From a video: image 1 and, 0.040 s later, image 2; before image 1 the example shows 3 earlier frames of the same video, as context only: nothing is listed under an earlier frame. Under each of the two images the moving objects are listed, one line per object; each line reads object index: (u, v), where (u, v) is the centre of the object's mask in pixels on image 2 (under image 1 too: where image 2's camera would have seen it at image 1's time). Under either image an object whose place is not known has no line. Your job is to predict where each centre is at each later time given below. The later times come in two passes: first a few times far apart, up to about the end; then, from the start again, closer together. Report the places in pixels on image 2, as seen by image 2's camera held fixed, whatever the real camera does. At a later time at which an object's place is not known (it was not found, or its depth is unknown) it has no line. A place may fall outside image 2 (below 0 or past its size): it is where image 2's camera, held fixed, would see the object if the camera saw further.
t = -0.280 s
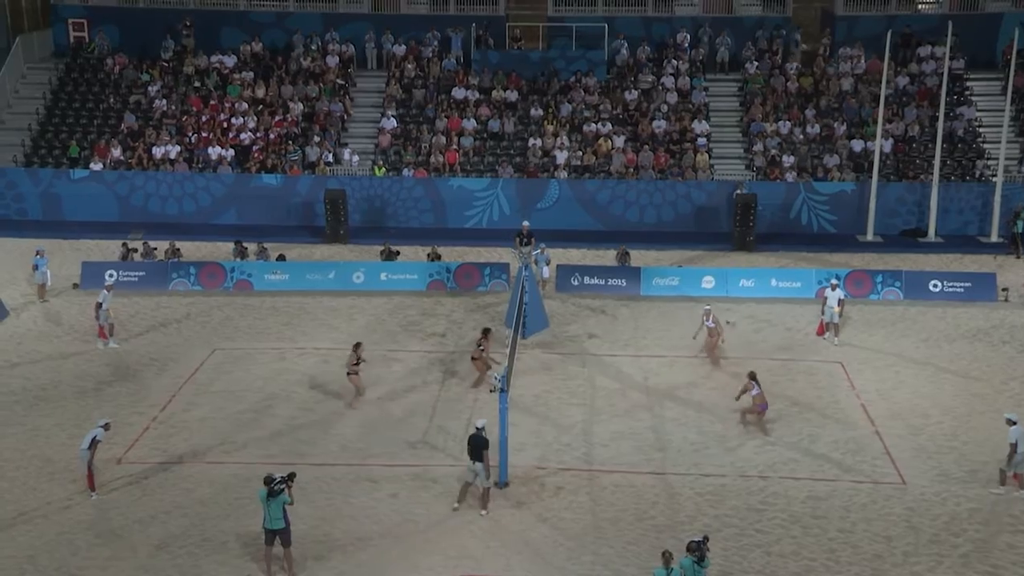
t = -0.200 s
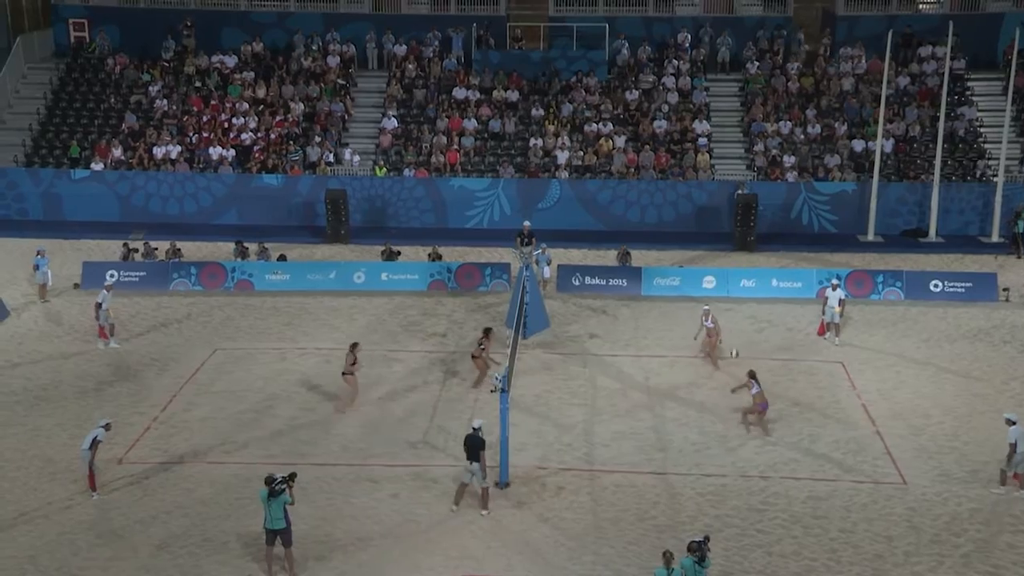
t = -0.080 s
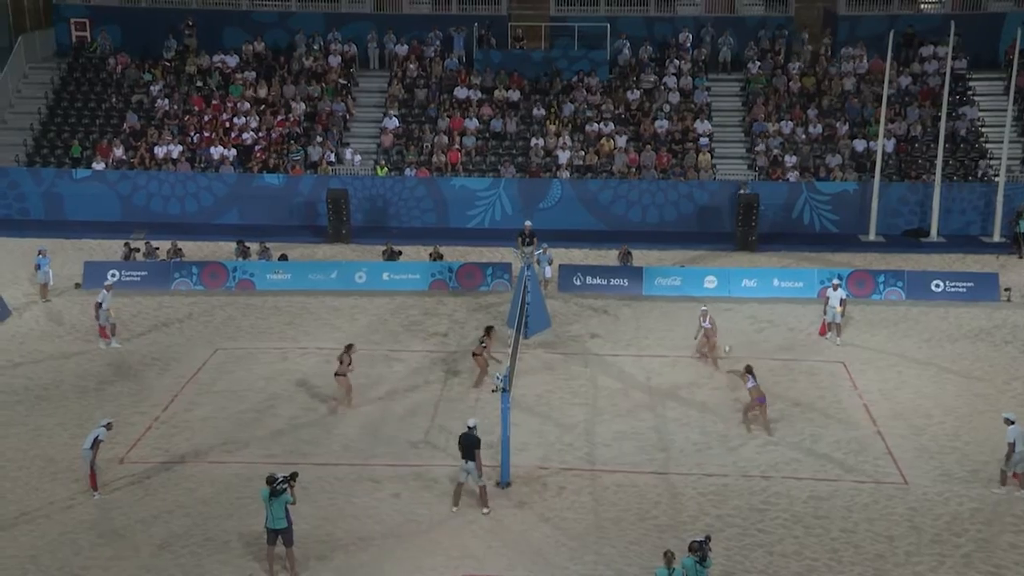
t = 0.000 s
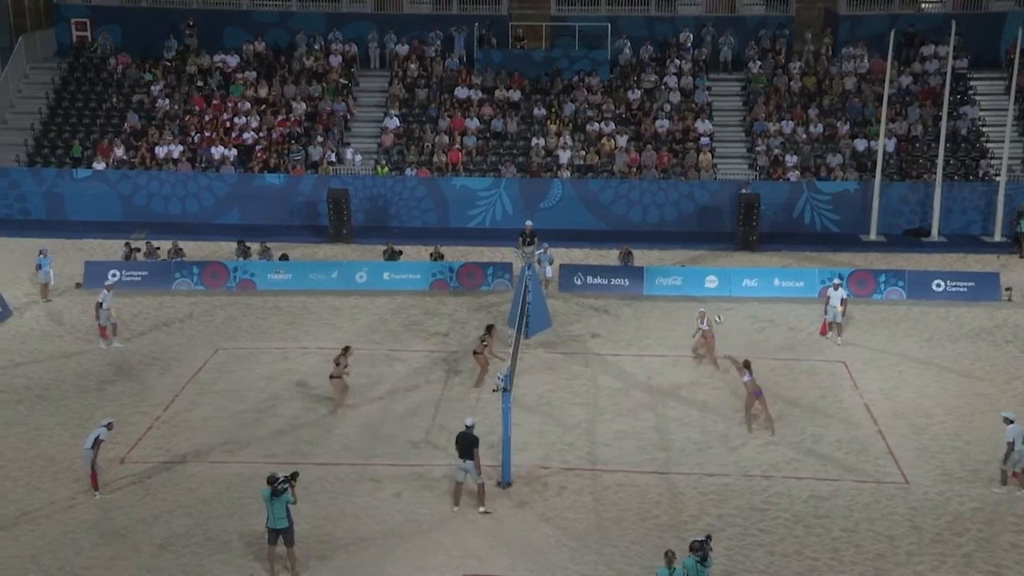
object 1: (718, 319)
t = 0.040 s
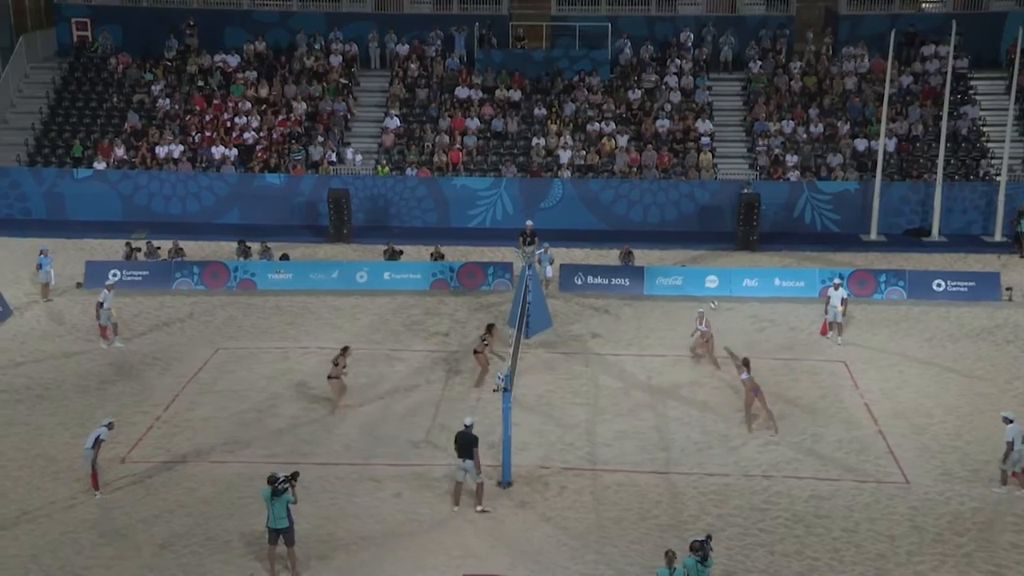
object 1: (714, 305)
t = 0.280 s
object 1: (685, 239)
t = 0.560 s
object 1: (651, 195)
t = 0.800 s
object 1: (623, 186)
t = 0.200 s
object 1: (694, 258)
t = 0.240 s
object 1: (689, 247)
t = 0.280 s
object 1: (685, 239)
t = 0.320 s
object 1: (680, 230)
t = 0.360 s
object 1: (675, 223)
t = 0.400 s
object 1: (671, 216)
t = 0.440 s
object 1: (666, 210)
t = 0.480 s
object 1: (661, 204)
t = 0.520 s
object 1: (656, 199)
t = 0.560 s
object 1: (651, 195)
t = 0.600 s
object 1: (647, 192)
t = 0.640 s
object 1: (641, 189)
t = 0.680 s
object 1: (637, 187)
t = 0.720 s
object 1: (632, 186)
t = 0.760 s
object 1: (627, 186)
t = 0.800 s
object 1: (623, 186)
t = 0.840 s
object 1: (618, 187)
